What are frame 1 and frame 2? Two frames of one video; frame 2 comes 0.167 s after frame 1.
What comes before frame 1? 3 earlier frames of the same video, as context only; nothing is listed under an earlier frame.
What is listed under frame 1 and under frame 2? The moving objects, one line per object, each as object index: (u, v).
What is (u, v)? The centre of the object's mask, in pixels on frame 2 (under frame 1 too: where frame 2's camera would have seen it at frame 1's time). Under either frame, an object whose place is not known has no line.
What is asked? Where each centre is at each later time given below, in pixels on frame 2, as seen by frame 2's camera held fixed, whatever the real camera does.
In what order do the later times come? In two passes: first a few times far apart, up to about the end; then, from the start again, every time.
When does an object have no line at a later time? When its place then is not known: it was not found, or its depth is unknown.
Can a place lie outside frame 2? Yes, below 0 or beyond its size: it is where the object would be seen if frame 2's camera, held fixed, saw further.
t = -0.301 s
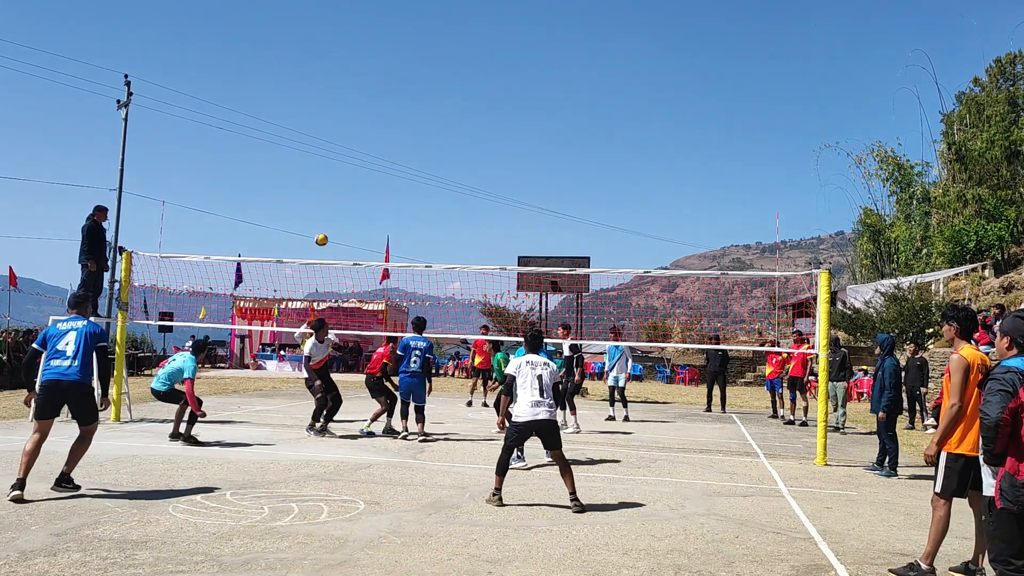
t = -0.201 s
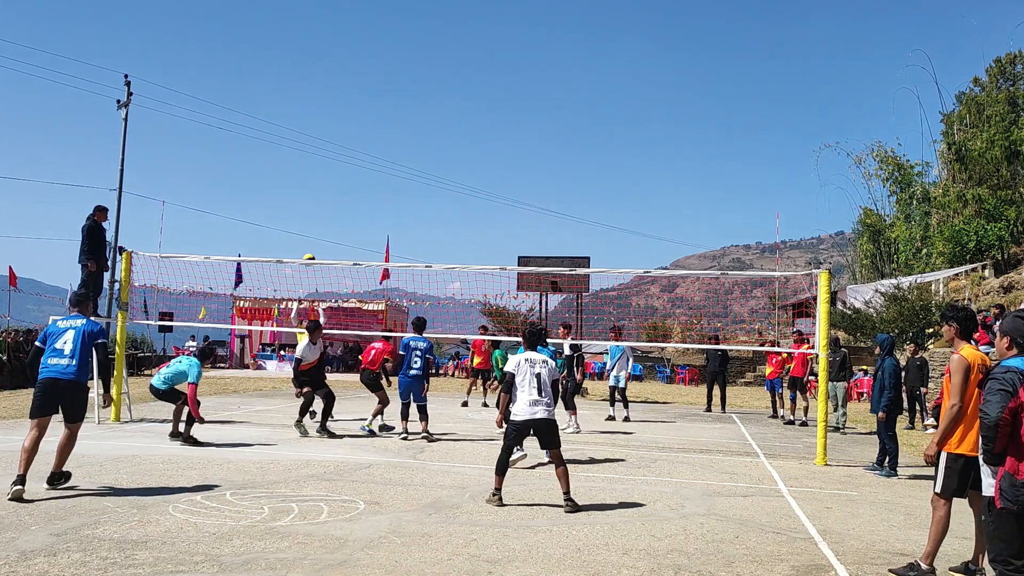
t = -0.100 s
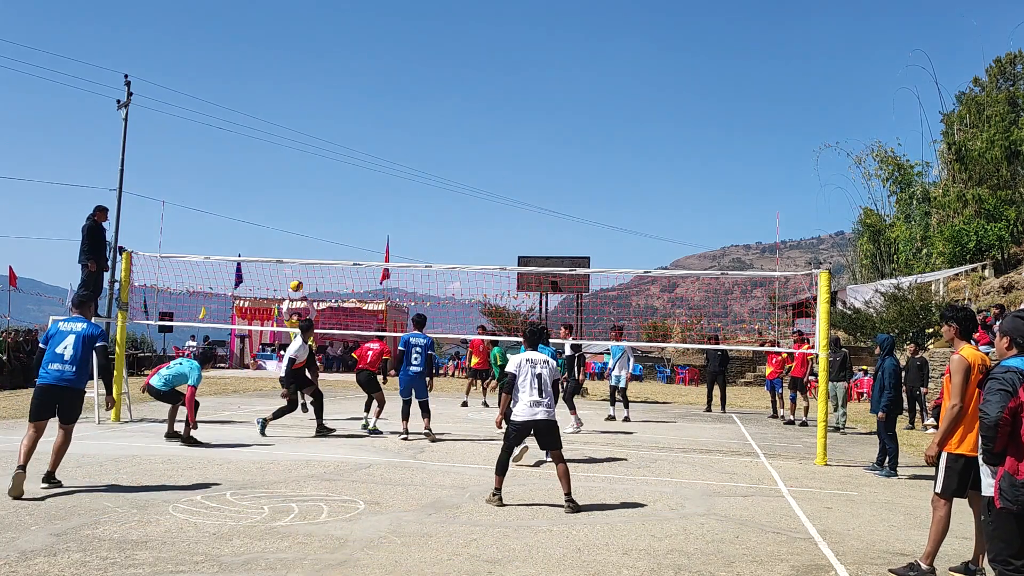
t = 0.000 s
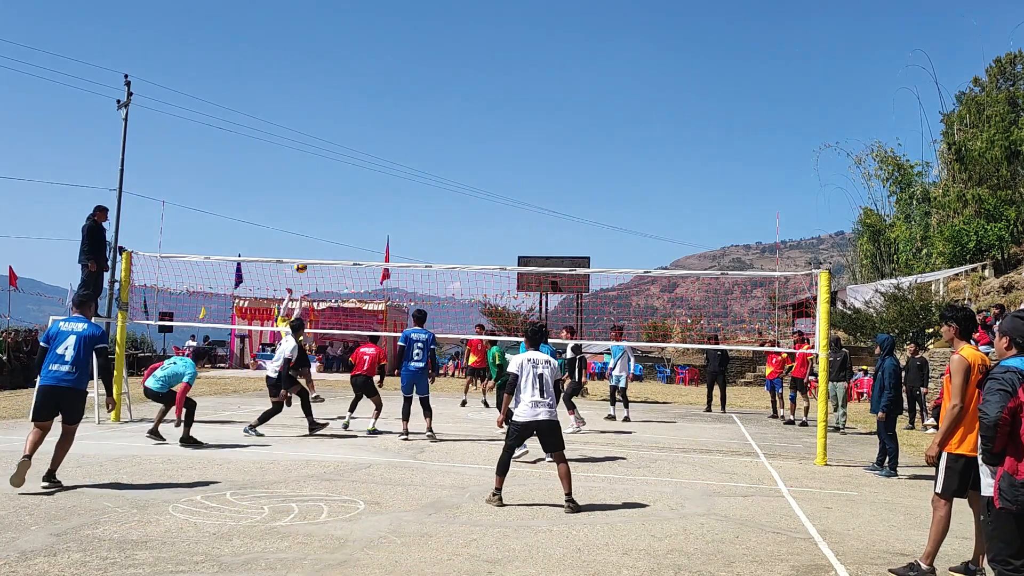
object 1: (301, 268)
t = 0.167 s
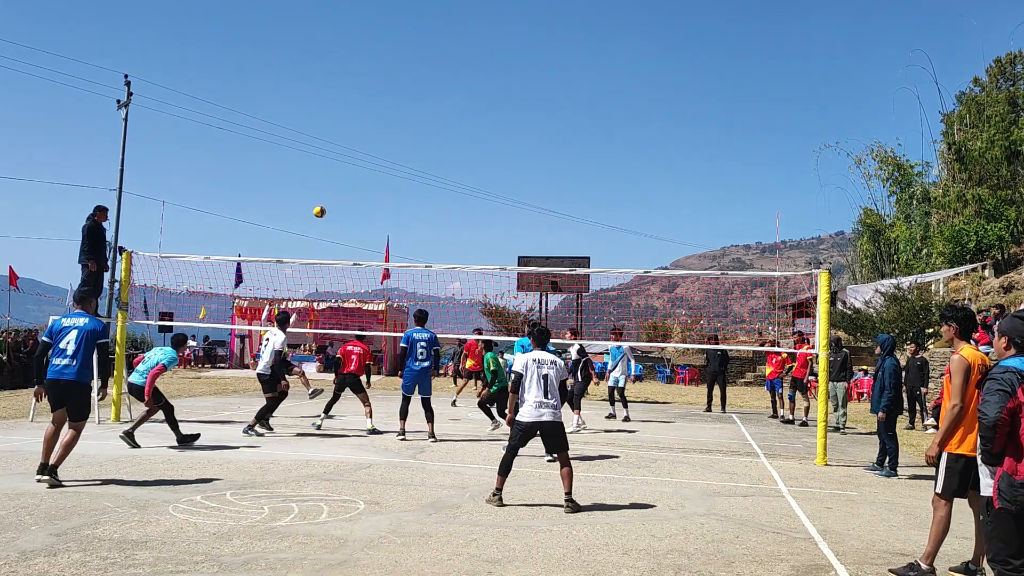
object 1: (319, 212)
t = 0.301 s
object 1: (333, 180)
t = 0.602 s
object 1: (361, 146)
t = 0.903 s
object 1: (385, 163)
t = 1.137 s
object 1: (401, 212)
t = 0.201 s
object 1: (323, 203)
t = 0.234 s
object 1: (326, 194)
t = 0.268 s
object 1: (330, 187)
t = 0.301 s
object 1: (333, 180)
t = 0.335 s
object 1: (336, 173)
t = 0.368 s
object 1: (339, 168)
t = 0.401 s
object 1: (343, 163)
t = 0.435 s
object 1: (346, 158)
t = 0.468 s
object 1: (349, 155)
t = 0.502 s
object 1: (352, 151)
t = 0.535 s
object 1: (355, 149)
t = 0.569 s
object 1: (358, 147)
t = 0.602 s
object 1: (361, 146)
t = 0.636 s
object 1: (364, 145)
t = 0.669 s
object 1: (367, 145)
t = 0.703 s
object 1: (369, 146)
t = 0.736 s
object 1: (372, 147)
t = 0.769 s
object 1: (375, 149)
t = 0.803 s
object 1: (377, 152)
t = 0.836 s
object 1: (380, 155)
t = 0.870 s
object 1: (383, 159)
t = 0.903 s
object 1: (385, 163)
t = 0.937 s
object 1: (388, 168)
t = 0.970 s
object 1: (390, 174)
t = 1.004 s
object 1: (392, 180)
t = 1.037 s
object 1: (395, 188)
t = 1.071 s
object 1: (397, 195)
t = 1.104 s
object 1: (399, 203)
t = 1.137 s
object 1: (401, 212)
